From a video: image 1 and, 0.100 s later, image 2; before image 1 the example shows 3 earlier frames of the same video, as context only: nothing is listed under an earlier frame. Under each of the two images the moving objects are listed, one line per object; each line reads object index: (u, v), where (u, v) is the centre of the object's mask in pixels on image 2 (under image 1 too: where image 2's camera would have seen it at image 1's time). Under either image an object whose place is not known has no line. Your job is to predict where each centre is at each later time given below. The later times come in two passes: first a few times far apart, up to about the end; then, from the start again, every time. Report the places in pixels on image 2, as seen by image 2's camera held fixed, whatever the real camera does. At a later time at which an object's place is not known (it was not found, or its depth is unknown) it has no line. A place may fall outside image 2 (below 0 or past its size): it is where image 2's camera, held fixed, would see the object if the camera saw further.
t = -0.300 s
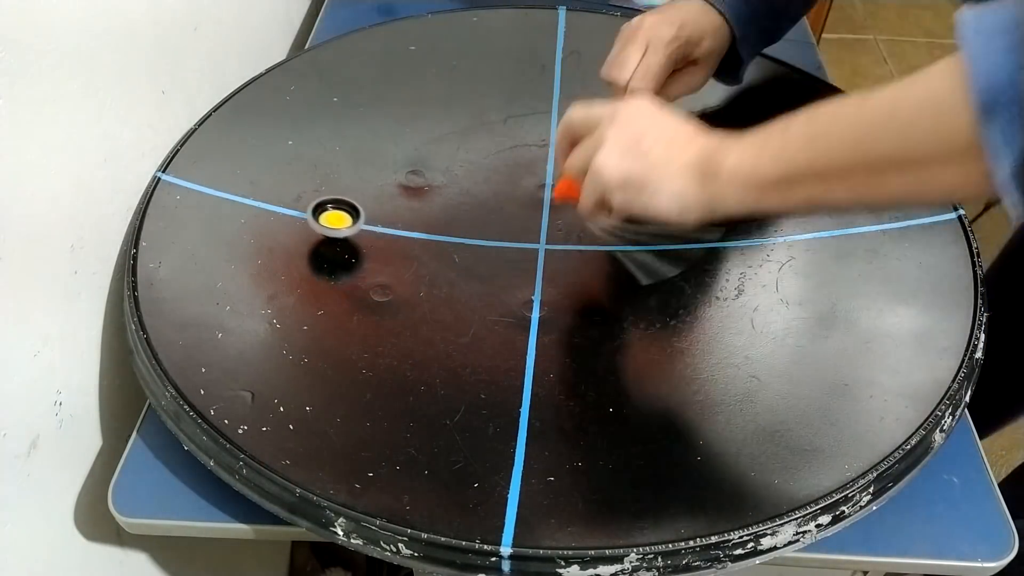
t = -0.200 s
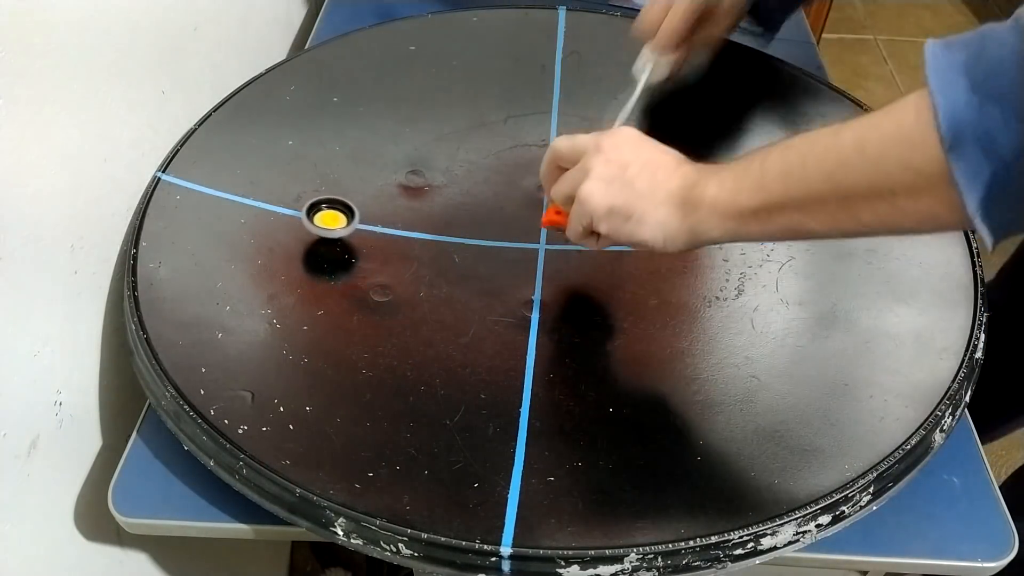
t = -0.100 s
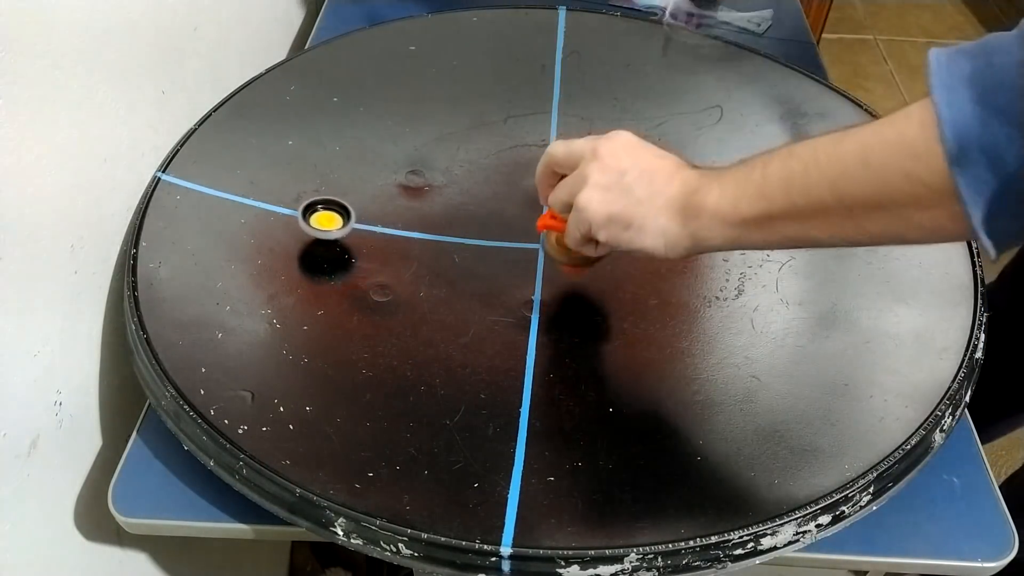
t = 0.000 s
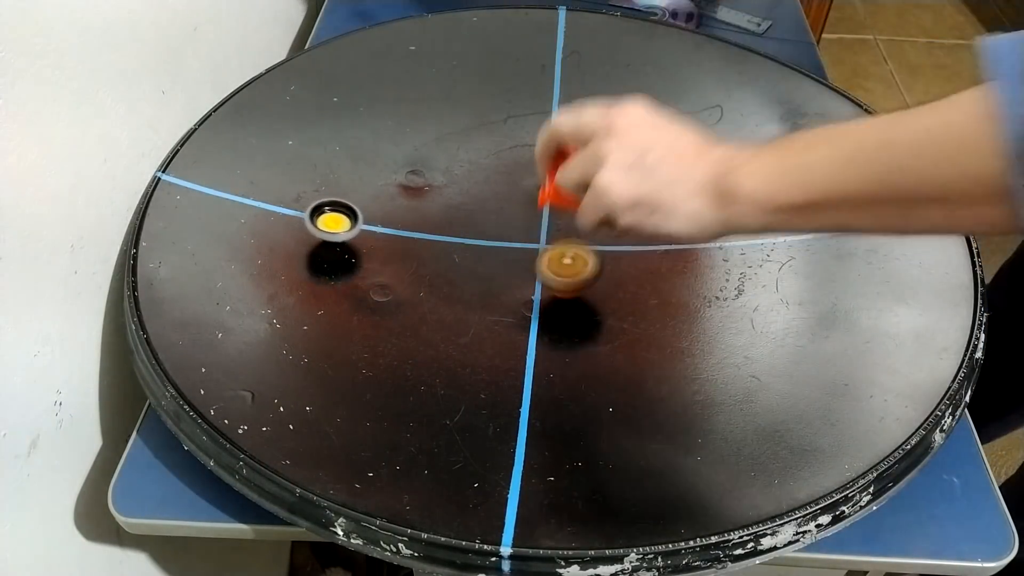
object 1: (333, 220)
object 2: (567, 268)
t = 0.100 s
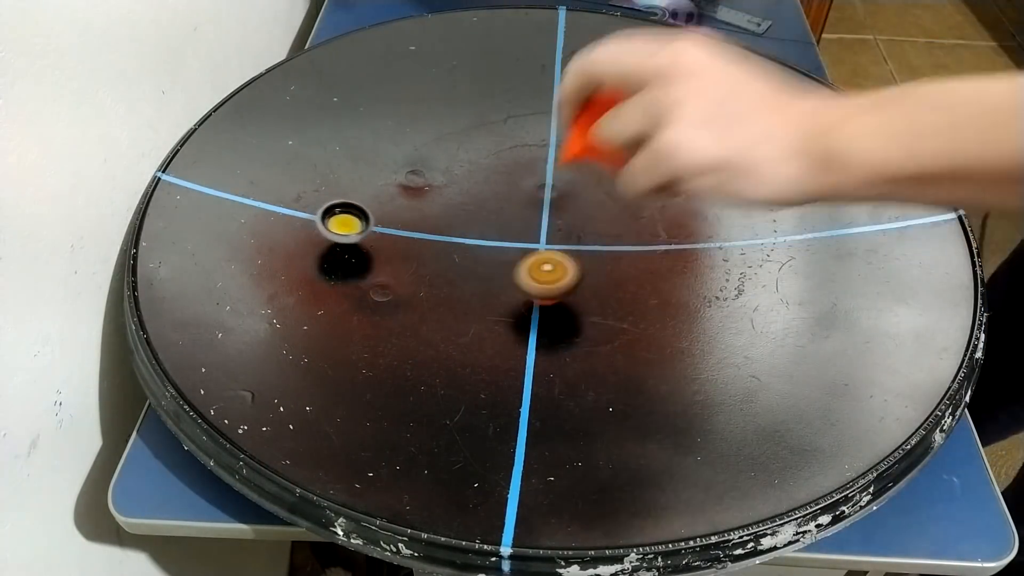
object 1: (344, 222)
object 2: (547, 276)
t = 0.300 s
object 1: (382, 210)
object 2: (503, 264)
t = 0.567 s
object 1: (424, 180)
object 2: (484, 218)
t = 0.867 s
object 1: (440, 143)
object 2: (519, 176)
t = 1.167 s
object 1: (436, 140)
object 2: (571, 173)
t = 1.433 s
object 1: (445, 155)
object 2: (574, 205)
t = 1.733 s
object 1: (497, 179)
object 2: (508, 234)
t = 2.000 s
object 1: (563, 188)
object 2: (438, 225)
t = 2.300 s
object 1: (622, 186)
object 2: (419, 193)
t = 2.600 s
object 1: (662, 182)
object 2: (475, 187)
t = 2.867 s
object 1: (662, 177)
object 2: (521, 219)
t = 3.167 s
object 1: (637, 189)
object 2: (526, 263)
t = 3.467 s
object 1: (604, 215)
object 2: (506, 274)
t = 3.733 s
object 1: (572, 254)
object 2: (486, 254)
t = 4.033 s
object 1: (543, 283)
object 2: (498, 214)
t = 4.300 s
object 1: (530, 294)
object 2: (536, 190)
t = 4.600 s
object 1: (514, 284)
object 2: (561, 188)
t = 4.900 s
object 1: (469, 277)
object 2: (553, 204)
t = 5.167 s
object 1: (422, 268)
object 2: (512, 219)
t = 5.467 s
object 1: (373, 256)
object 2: (462, 220)
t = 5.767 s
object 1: (378, 262)
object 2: (437, 211)
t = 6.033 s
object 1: (397, 255)
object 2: (453, 206)
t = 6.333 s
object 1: (421, 239)
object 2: (493, 220)
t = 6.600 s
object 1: (464, 206)
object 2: (519, 241)
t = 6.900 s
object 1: (490, 171)
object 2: (522, 253)
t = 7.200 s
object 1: (497, 149)
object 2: (511, 243)
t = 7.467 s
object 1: (499, 147)
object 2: (511, 216)
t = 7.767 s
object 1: (516, 155)
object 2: (513, 200)
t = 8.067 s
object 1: (544, 166)
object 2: (458, 227)
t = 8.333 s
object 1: (566, 178)
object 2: (418, 231)
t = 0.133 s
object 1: (348, 222)
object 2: (538, 277)
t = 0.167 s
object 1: (354, 221)
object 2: (530, 277)
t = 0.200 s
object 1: (361, 218)
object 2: (522, 275)
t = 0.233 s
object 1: (368, 216)
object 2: (515, 273)
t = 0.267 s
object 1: (376, 213)
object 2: (509, 269)
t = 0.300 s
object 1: (382, 210)
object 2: (503, 264)
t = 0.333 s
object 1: (388, 208)
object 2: (498, 259)
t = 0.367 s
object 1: (394, 204)
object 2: (494, 253)
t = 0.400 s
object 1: (400, 201)
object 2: (490, 248)
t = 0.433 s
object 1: (406, 195)
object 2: (487, 242)
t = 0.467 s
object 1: (410, 192)
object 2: (485, 236)
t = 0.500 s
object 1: (415, 188)
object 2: (483, 230)
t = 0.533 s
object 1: (419, 184)
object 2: (483, 224)
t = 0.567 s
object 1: (424, 180)
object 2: (484, 218)
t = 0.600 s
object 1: (427, 176)
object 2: (485, 212)
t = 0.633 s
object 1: (431, 171)
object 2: (487, 206)
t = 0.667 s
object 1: (434, 167)
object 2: (490, 201)
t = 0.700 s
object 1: (437, 162)
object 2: (494, 195)
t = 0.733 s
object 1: (439, 158)
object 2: (498, 190)
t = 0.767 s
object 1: (441, 154)
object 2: (504, 185)
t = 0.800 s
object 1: (441, 150)
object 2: (508, 182)
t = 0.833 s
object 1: (441, 146)
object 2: (514, 178)
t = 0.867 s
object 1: (440, 143)
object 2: (519, 176)
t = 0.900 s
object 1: (439, 140)
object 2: (525, 173)
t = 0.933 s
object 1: (438, 138)
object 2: (532, 170)
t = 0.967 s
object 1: (437, 137)
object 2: (538, 168)
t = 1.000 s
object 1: (435, 136)
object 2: (544, 167)
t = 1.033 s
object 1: (435, 135)
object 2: (550, 167)
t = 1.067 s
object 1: (434, 136)
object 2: (556, 168)
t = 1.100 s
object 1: (434, 137)
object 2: (562, 168)
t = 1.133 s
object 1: (435, 138)
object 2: (567, 170)
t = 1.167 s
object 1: (436, 140)
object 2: (571, 173)
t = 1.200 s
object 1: (437, 142)
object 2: (574, 177)
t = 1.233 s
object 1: (438, 144)
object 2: (576, 181)
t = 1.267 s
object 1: (439, 147)
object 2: (577, 185)
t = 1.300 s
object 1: (440, 149)
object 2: (578, 189)
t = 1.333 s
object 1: (442, 151)
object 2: (579, 193)
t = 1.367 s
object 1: (443, 152)
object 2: (578, 197)
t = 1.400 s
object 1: (444, 154)
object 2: (576, 201)
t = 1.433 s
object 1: (445, 155)
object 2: (574, 205)
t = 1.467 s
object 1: (447, 157)
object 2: (570, 209)
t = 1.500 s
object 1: (452, 159)
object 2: (565, 213)
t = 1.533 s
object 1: (457, 162)
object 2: (559, 217)
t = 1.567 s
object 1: (462, 165)
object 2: (552, 221)
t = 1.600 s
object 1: (467, 168)
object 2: (544, 225)
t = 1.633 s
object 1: (475, 171)
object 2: (536, 228)
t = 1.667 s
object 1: (482, 174)
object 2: (527, 231)
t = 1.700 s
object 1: (489, 177)
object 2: (518, 233)
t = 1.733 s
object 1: (497, 179)
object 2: (508, 234)
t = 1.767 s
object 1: (505, 181)
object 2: (499, 235)
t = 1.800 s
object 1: (513, 182)
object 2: (489, 235)
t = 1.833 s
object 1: (520, 184)
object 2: (480, 235)
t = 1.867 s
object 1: (529, 186)
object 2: (470, 234)
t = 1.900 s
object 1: (538, 187)
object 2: (461, 233)
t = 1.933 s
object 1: (547, 188)
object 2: (453, 231)
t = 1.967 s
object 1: (555, 188)
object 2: (445, 228)
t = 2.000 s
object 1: (563, 188)
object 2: (438, 225)
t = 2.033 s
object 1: (571, 188)
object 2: (432, 223)
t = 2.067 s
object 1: (578, 187)
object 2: (427, 219)
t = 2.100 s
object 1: (585, 187)
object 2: (422, 215)
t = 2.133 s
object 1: (592, 187)
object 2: (419, 211)
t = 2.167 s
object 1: (599, 187)
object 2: (417, 208)
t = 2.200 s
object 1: (605, 187)
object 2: (416, 204)
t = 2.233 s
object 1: (611, 187)
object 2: (417, 200)
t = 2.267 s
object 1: (616, 186)
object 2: (418, 196)
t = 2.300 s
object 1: (622, 186)
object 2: (419, 193)
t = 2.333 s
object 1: (627, 186)
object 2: (423, 190)
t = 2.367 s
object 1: (632, 186)
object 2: (427, 187)
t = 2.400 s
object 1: (637, 185)
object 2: (432, 185)
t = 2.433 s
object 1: (642, 185)
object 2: (438, 184)
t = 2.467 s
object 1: (647, 184)
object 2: (445, 183)
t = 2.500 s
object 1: (651, 184)
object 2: (452, 183)
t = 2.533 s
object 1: (655, 183)
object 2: (460, 184)
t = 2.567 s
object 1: (659, 182)
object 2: (467, 185)
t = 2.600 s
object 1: (662, 182)
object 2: (475, 187)
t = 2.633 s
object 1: (665, 181)
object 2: (482, 190)
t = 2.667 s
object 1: (667, 180)
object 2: (489, 193)
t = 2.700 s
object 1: (669, 179)
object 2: (495, 197)
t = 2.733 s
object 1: (669, 178)
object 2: (501, 200)
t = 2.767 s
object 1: (668, 177)
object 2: (507, 204)
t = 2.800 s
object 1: (666, 177)
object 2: (512, 209)
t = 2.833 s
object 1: (664, 177)
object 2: (517, 214)
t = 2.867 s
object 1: (662, 177)
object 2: (521, 219)
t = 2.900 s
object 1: (659, 178)
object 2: (524, 224)
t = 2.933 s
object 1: (657, 179)
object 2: (527, 229)
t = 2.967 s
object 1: (654, 181)
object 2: (529, 234)
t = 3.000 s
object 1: (652, 182)
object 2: (530, 240)
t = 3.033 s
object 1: (648, 184)
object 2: (531, 245)
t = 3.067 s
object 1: (646, 185)
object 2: (530, 249)
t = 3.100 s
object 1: (643, 186)
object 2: (529, 254)
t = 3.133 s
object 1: (640, 188)
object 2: (528, 258)
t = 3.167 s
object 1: (637, 189)
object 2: (526, 263)
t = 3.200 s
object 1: (634, 191)
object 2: (525, 266)
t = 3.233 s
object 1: (631, 192)
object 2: (523, 270)
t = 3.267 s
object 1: (629, 193)
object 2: (521, 272)
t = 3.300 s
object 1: (628, 195)
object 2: (519, 274)
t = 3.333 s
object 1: (624, 197)
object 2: (518, 275)
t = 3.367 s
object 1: (620, 201)
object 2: (515, 275)
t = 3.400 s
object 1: (615, 205)
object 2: (512, 275)
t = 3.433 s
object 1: (610, 210)
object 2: (510, 275)
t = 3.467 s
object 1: (604, 215)
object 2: (506, 274)
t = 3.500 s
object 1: (599, 219)
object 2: (504, 273)
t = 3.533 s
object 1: (594, 224)
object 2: (501, 271)
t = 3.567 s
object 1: (590, 229)
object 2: (498, 270)
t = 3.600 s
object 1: (586, 234)
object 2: (495, 267)
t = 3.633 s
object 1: (582, 239)
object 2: (492, 264)
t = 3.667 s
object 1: (578, 244)
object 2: (489, 261)
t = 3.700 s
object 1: (574, 249)
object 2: (487, 257)
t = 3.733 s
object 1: (572, 254)
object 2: (486, 254)
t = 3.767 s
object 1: (569, 258)
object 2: (485, 250)
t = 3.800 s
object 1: (565, 263)
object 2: (485, 246)
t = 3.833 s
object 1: (562, 268)
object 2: (485, 241)
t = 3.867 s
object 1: (559, 272)
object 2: (485, 237)
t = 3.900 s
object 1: (555, 276)
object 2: (487, 232)
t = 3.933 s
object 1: (551, 280)
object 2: (489, 227)
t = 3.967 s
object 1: (548, 283)
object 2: (492, 223)
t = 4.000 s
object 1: (544, 284)
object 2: (495, 218)
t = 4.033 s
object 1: (543, 283)
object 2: (498, 214)
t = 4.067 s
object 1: (542, 283)
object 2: (502, 210)
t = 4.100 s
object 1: (541, 284)
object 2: (506, 206)
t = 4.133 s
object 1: (540, 286)
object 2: (510, 202)
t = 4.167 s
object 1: (539, 289)
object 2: (515, 199)
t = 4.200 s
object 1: (537, 292)
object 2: (519, 196)
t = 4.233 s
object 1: (533, 294)
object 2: (524, 194)
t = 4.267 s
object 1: (531, 295)
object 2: (530, 191)
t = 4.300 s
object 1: (530, 294)
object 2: (536, 190)
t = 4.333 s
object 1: (529, 293)
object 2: (541, 188)
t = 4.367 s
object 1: (528, 292)
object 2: (546, 187)
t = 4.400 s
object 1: (525, 291)
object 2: (550, 186)
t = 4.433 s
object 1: (520, 290)
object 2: (554, 185)
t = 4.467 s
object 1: (516, 289)
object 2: (556, 185)
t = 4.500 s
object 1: (514, 287)
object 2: (558, 185)
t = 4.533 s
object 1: (513, 286)
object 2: (559, 186)
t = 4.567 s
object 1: (513, 285)
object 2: (560, 186)
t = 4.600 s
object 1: (514, 284)
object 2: (561, 188)
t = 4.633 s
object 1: (513, 283)
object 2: (562, 189)
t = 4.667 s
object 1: (510, 283)
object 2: (563, 191)
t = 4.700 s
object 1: (506, 283)
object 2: (563, 192)
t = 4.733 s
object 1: (501, 283)
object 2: (563, 194)
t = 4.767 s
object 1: (495, 282)
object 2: (562, 196)
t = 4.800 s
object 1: (489, 281)
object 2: (561, 198)
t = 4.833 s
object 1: (482, 280)
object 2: (559, 200)
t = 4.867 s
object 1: (475, 278)
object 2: (556, 202)
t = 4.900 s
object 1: (469, 277)
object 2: (553, 204)
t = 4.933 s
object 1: (462, 276)
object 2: (549, 207)
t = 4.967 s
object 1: (456, 274)
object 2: (546, 209)
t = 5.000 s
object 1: (450, 273)
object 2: (541, 211)
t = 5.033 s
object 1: (444, 272)
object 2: (536, 213)
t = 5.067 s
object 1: (438, 271)
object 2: (530, 215)
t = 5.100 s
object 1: (432, 270)
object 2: (525, 217)
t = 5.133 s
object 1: (427, 269)
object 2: (519, 218)
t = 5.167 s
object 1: (422, 268)
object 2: (512, 219)
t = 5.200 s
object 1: (417, 267)
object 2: (507, 219)
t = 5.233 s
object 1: (411, 265)
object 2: (501, 220)
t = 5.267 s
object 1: (406, 263)
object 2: (494, 220)
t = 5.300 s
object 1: (401, 260)
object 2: (487, 221)
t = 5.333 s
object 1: (395, 258)
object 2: (482, 221)
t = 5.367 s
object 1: (389, 256)
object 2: (476, 221)
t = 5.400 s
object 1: (383, 256)
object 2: (471, 221)
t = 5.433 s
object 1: (378, 255)
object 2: (466, 220)
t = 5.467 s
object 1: (373, 256)
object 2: (462, 220)
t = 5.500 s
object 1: (369, 257)
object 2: (457, 219)
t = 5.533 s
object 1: (367, 258)
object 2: (453, 219)
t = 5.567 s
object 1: (365, 261)
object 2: (450, 218)
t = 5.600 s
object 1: (366, 262)
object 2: (447, 217)
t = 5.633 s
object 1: (368, 263)
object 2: (444, 216)
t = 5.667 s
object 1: (371, 263)
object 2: (442, 215)
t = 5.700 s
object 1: (373, 263)
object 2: (440, 214)
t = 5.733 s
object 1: (376, 262)
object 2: (438, 212)
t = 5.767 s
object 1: (378, 262)
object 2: (437, 211)
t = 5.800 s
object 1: (381, 261)
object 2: (436, 210)
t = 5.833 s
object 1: (384, 260)
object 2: (437, 208)
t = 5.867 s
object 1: (386, 259)
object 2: (438, 207)
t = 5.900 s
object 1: (388, 258)
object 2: (440, 207)
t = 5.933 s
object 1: (391, 258)
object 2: (443, 206)
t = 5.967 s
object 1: (393, 257)
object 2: (446, 206)
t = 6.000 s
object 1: (395, 256)
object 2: (449, 206)
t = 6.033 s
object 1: (397, 255)
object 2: (453, 206)
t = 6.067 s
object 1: (399, 254)
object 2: (458, 207)
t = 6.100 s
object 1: (401, 252)
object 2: (462, 208)
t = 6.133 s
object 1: (404, 251)
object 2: (467, 209)
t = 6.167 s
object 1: (406, 249)
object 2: (471, 210)
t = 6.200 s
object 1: (408, 248)
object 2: (476, 212)
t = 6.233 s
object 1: (410, 247)
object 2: (480, 214)
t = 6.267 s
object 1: (412, 245)
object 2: (485, 216)
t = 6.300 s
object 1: (415, 242)
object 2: (489, 217)
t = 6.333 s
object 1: (421, 239)
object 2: (493, 220)
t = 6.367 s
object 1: (427, 235)
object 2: (497, 222)
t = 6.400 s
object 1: (434, 231)
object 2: (500, 225)
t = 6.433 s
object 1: (440, 227)
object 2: (504, 227)
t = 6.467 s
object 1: (445, 222)
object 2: (508, 230)
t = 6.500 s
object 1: (450, 218)
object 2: (511, 233)
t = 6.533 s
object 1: (455, 214)
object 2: (514, 236)
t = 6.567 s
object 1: (460, 210)
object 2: (517, 238)
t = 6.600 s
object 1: (464, 206)
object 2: (519, 241)
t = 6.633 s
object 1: (468, 202)
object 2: (521, 243)
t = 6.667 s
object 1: (471, 198)
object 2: (522, 245)
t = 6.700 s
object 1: (475, 194)
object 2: (522, 247)
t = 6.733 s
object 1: (478, 190)
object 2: (523, 249)
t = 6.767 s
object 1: (481, 186)
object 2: (523, 250)
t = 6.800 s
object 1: (484, 182)
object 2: (523, 252)
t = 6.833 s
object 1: (486, 178)
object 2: (523, 253)
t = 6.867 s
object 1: (488, 174)
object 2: (522, 253)
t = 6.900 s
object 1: (490, 171)
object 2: (522, 253)
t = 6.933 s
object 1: (492, 168)
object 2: (522, 253)
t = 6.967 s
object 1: (493, 165)
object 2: (521, 253)
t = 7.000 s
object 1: (495, 162)
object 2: (520, 253)
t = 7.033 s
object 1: (496, 159)
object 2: (519, 252)
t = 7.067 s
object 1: (496, 157)
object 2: (517, 251)
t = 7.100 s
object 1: (496, 155)
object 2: (515, 250)
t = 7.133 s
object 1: (497, 153)
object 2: (514, 248)
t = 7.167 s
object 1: (498, 151)
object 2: (513, 245)
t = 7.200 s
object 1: (497, 149)
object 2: (511, 243)
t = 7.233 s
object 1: (496, 148)
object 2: (510, 240)
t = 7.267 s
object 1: (496, 146)
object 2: (509, 236)
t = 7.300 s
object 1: (497, 145)
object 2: (508, 233)
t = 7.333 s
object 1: (497, 144)
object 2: (508, 229)
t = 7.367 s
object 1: (497, 144)
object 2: (508, 226)
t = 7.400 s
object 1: (497, 145)
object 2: (509, 223)
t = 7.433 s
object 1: (498, 146)
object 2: (510, 220)
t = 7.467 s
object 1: (499, 147)
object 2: (511, 216)
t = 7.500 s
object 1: (499, 148)
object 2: (512, 213)
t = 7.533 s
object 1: (499, 149)
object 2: (513, 210)
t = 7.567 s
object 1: (500, 150)
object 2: (513, 207)
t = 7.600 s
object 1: (500, 152)
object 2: (515, 204)
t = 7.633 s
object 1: (501, 154)
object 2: (516, 201)
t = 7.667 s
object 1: (502, 156)
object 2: (518, 199)
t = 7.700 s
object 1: (502, 157)
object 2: (520, 197)
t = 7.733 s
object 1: (505, 157)
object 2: (519, 197)
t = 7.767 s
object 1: (516, 155)
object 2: (513, 200)
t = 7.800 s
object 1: (523, 155)
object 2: (507, 204)
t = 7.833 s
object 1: (530, 155)
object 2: (502, 208)
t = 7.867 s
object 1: (535, 156)
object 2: (497, 211)
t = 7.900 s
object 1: (538, 158)
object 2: (490, 214)
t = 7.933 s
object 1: (540, 160)
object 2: (484, 218)
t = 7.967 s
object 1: (541, 162)
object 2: (477, 220)
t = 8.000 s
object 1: (542, 163)
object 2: (471, 223)
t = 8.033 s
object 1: (543, 165)
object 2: (465, 225)
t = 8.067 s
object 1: (544, 166)
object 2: (458, 227)
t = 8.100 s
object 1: (545, 166)
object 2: (452, 228)
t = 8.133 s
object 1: (547, 167)
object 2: (446, 230)
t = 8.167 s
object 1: (550, 169)
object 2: (440, 231)
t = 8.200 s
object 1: (552, 170)
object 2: (435, 231)
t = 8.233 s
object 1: (554, 172)
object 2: (430, 232)
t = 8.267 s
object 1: (558, 174)
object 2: (425, 232)
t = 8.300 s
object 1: (562, 176)
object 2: (421, 232)
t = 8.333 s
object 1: (566, 178)
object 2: (418, 231)
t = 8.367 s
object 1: (571, 180)
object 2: (415, 230)
